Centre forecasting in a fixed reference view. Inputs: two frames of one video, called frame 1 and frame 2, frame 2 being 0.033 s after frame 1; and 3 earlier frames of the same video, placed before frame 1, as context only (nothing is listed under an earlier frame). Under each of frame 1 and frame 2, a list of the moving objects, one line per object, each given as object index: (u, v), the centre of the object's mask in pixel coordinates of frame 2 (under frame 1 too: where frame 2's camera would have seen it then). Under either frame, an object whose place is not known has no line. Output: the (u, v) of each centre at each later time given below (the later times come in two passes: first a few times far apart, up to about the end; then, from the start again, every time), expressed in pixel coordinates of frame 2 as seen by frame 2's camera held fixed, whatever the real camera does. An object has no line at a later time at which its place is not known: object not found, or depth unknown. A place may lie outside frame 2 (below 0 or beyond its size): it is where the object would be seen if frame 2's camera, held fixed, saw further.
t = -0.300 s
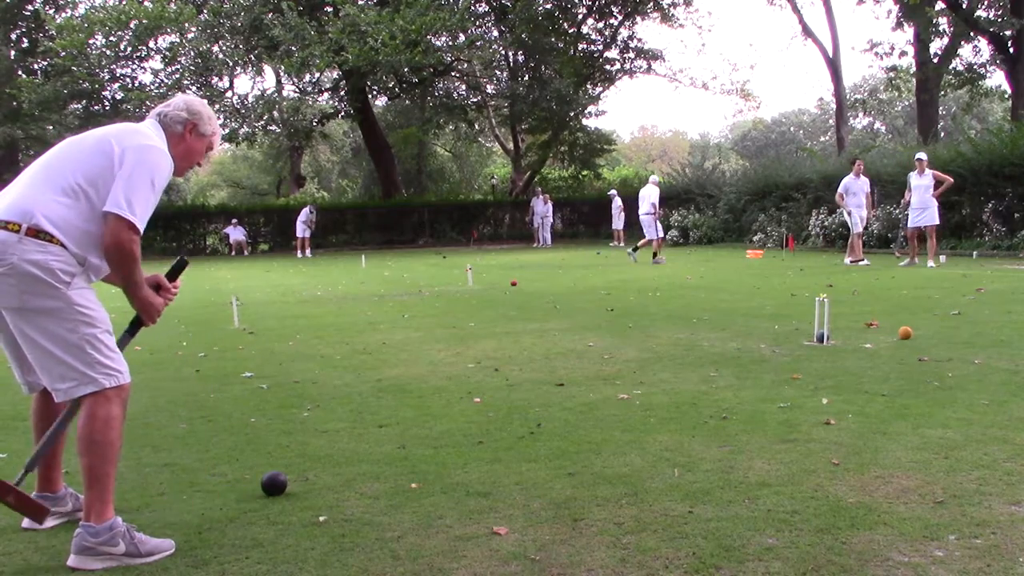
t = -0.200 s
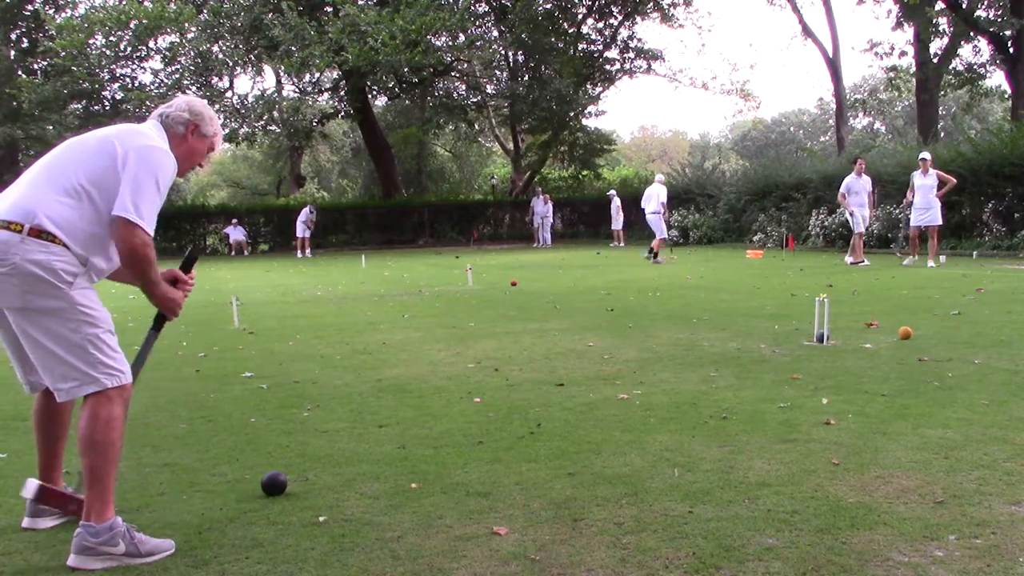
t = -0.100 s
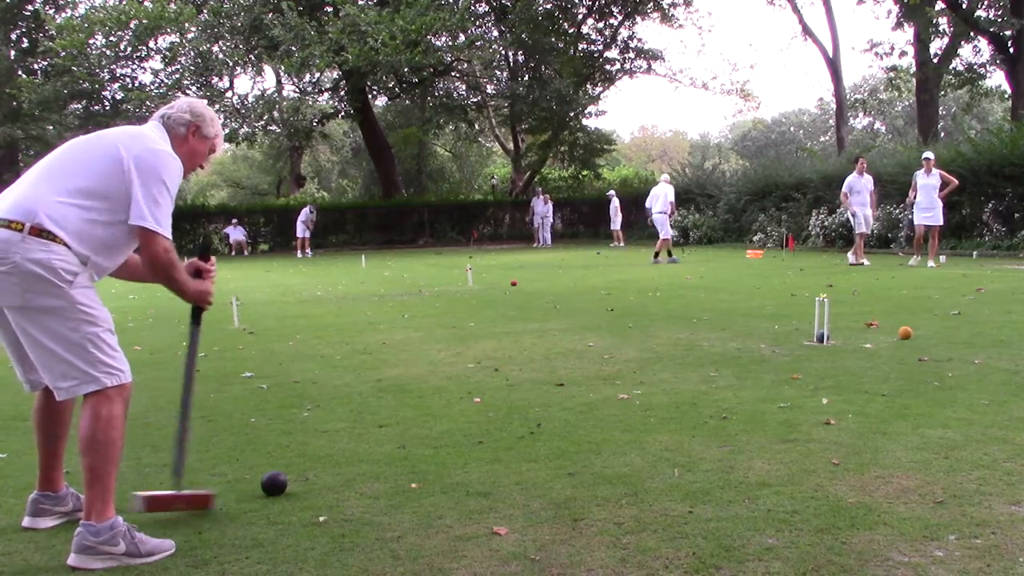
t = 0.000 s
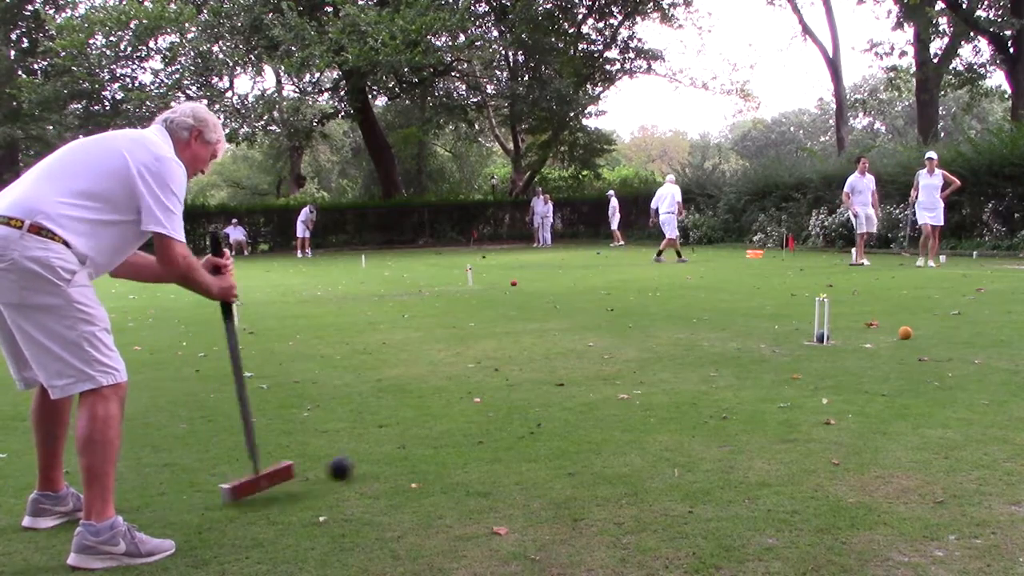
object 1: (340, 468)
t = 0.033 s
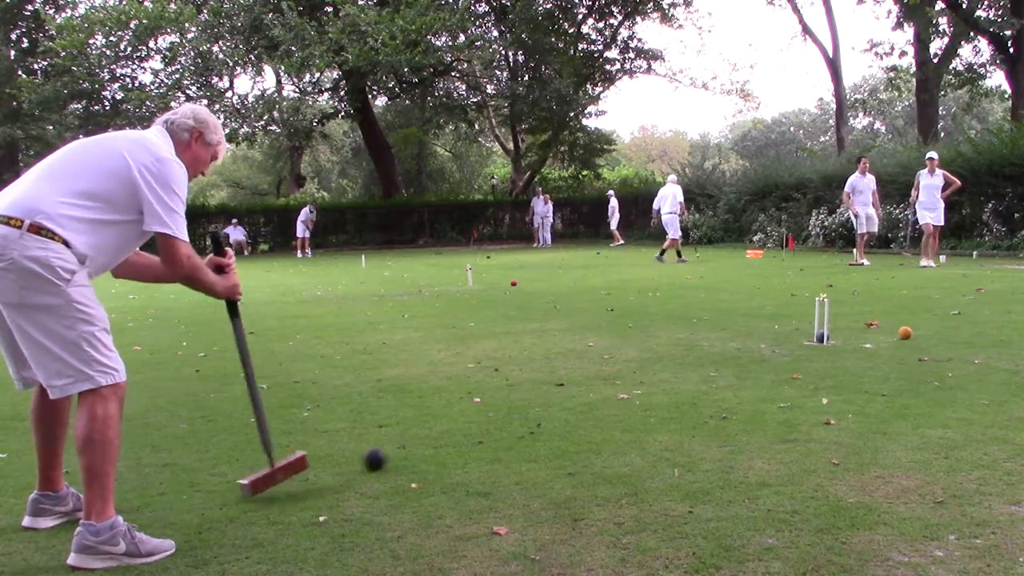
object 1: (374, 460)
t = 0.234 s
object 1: (528, 424)
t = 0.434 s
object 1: (633, 398)
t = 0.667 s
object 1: (728, 375)
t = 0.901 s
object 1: (802, 358)
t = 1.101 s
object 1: (852, 347)
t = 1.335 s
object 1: (903, 334)
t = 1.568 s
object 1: (945, 332)
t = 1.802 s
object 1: (982, 330)
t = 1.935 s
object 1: (1002, 329)
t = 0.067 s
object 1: (408, 453)
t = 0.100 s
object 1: (436, 446)
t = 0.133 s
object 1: (463, 439)
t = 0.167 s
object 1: (486, 433)
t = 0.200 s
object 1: (509, 429)
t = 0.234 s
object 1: (528, 424)
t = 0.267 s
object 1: (548, 419)
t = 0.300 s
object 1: (566, 414)
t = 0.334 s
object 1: (584, 411)
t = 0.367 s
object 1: (601, 405)
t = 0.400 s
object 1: (618, 402)
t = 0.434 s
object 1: (633, 398)
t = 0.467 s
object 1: (648, 394)
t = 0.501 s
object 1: (662, 391)
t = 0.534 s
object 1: (677, 387)
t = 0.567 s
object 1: (690, 385)
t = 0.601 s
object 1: (703, 381)
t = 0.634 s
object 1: (716, 378)
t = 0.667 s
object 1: (728, 375)
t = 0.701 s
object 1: (740, 373)
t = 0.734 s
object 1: (752, 370)
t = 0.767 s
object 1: (763, 367)
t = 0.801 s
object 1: (773, 365)
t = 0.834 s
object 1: (783, 362)
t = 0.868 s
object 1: (792, 360)
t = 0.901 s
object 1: (802, 358)
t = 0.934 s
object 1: (811, 356)
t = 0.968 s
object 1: (820, 354)
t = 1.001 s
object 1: (828, 352)
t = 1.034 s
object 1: (837, 350)
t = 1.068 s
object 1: (845, 348)
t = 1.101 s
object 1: (852, 347)
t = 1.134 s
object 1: (860, 345)
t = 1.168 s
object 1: (868, 343)
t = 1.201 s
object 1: (875, 340)
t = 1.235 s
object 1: (882, 340)
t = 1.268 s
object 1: (889, 337)
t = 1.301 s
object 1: (895, 336)
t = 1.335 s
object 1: (903, 334)
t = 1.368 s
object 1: (908, 333)
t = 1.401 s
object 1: (915, 333)
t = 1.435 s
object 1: (921, 333)
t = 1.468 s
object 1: (927, 334)
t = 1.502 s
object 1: (933, 334)
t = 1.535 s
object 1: (938, 333)
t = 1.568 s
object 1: (945, 332)
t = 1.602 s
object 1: (950, 332)
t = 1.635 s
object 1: (955, 332)
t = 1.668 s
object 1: (961, 331)
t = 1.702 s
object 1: (967, 331)
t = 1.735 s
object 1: (972, 331)
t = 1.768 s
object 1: (977, 330)
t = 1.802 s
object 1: (982, 330)
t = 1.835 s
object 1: (987, 330)
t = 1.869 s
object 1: (992, 329)
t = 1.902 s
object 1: (997, 329)
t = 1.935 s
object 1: (1002, 329)
